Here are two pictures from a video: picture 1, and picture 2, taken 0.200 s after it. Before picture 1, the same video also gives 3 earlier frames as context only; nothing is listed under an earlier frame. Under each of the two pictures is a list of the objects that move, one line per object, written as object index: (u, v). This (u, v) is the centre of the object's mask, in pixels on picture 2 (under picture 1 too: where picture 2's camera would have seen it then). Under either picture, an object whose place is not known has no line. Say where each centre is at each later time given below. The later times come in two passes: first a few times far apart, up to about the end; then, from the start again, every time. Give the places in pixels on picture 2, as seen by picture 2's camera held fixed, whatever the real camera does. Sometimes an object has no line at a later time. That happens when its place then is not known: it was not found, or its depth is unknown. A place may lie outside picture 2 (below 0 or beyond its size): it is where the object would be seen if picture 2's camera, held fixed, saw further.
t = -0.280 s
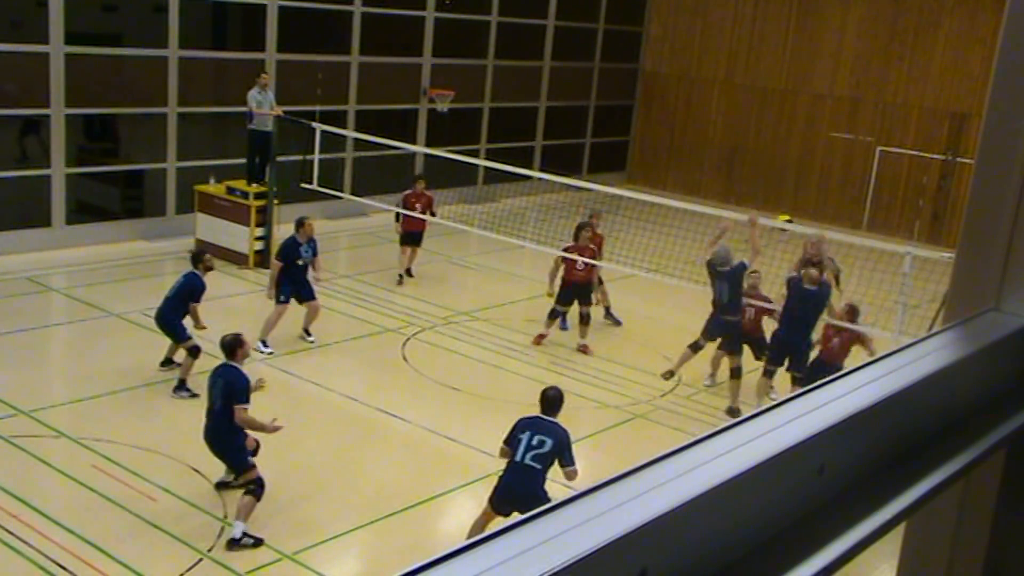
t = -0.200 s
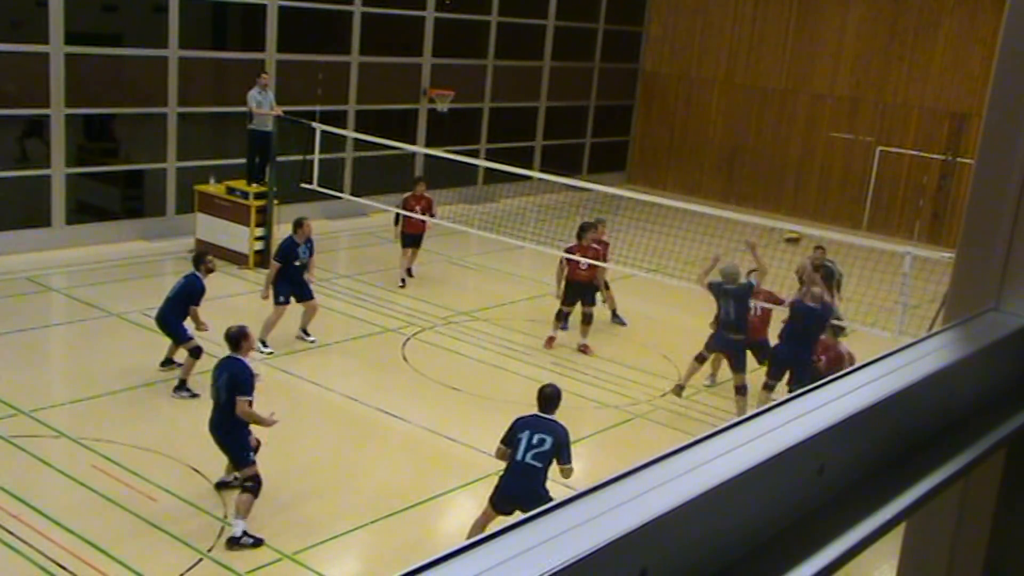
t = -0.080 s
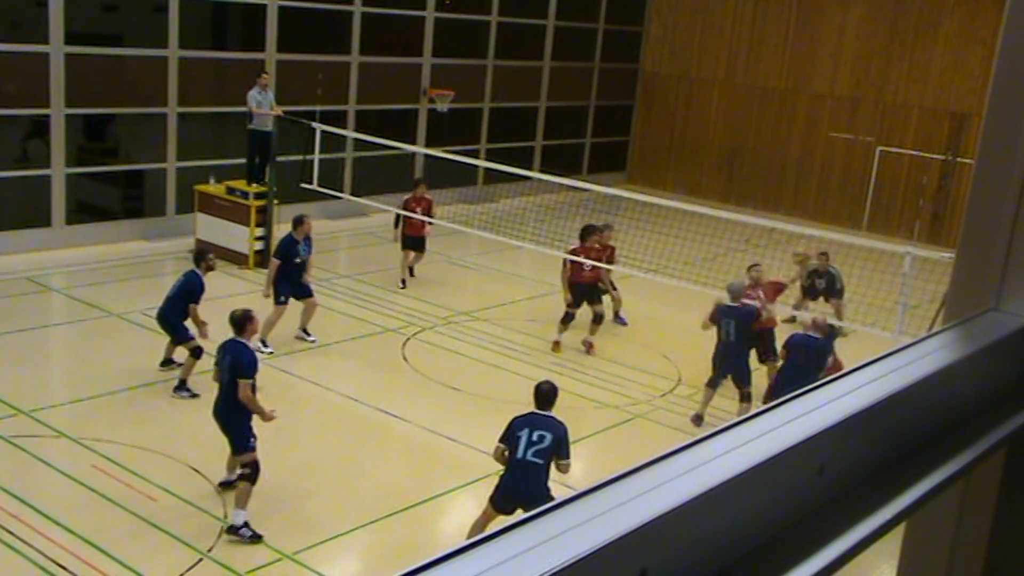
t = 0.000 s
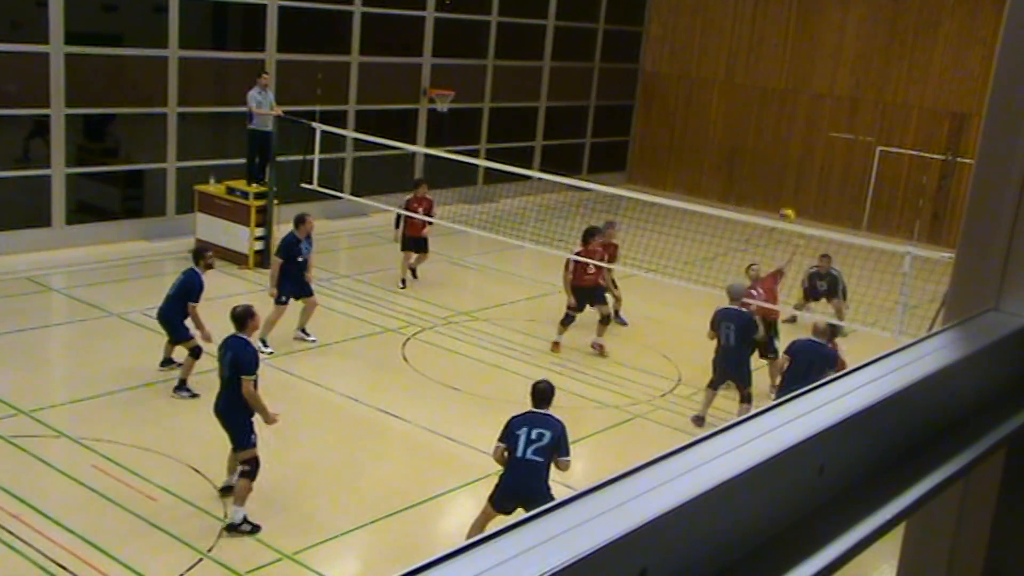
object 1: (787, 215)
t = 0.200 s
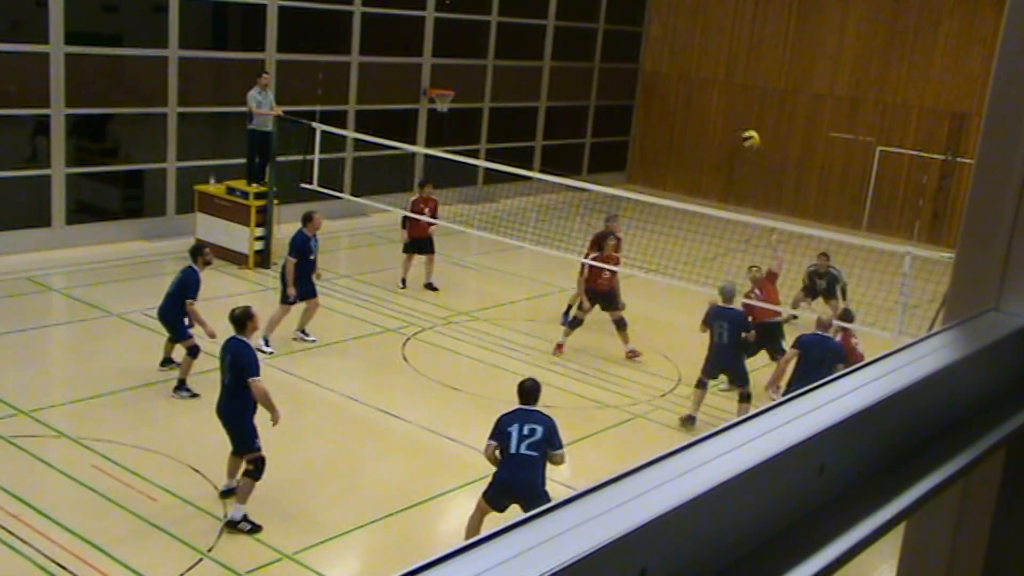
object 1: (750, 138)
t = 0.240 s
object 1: (743, 126)
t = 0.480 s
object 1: (690, 84)
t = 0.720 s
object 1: (631, 88)
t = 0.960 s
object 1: (570, 140)
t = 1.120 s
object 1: (528, 197)
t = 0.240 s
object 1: (743, 126)
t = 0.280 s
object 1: (733, 116)
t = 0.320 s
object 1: (724, 107)
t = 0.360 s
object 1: (717, 100)
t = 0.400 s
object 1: (708, 93)
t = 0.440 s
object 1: (699, 87)
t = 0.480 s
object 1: (690, 84)
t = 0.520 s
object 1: (680, 81)
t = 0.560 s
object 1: (670, 80)
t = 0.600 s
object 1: (661, 81)
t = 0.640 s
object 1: (651, 81)
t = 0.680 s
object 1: (641, 83)
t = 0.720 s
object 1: (631, 88)
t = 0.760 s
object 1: (621, 94)
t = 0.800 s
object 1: (611, 100)
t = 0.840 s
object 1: (601, 109)
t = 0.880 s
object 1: (589, 117)
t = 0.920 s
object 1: (579, 128)
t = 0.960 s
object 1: (570, 140)
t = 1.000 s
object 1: (559, 153)
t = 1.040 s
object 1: (548, 165)
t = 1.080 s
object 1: (537, 183)
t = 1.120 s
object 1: (528, 197)
